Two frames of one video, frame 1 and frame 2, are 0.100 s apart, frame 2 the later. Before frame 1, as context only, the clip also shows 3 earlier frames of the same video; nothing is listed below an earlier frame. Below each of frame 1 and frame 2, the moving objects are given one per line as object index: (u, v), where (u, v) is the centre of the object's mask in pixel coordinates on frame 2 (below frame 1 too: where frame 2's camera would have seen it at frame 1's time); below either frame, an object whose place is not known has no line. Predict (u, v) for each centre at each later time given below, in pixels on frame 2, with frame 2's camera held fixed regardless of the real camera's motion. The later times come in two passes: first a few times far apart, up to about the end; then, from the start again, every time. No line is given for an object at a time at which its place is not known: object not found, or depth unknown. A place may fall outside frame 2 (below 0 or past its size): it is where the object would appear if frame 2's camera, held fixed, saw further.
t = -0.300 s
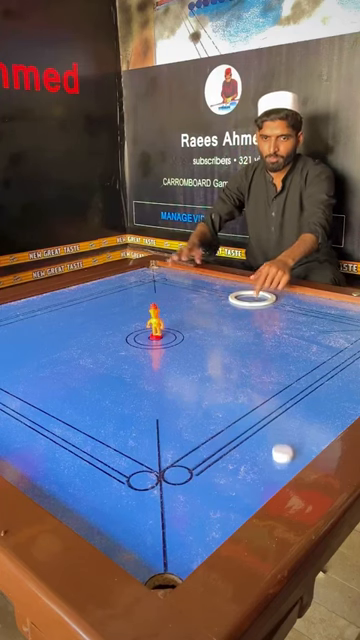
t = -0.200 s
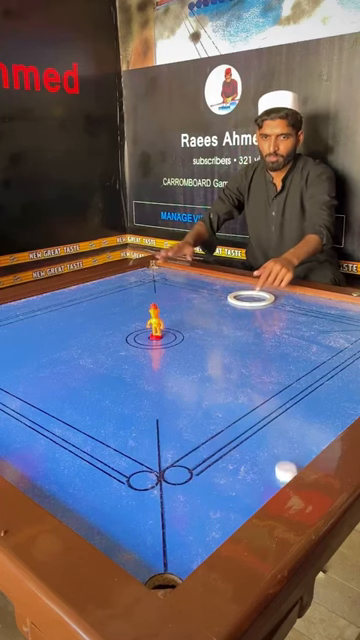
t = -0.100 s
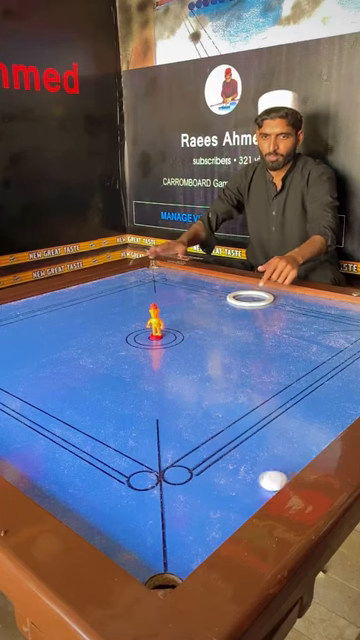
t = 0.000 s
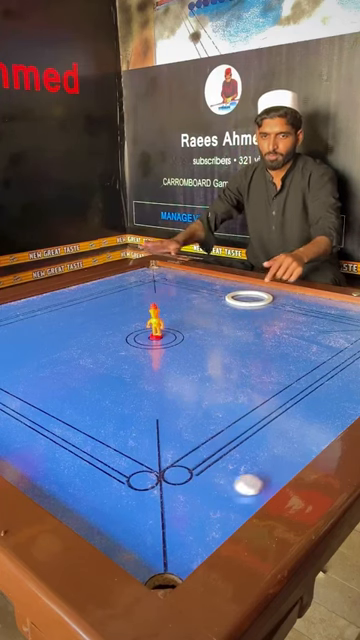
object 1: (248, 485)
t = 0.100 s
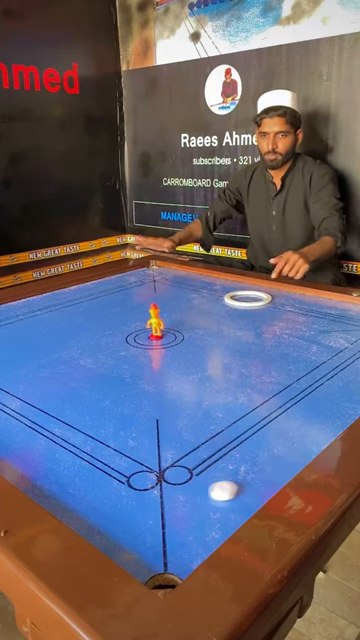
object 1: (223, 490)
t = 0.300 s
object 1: (172, 500)
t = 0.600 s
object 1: (92, 513)
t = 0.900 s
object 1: (72, 490)
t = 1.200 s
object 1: (87, 456)
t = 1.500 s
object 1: (99, 427)
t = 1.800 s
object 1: (109, 403)
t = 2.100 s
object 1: (117, 384)
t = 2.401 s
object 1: (124, 367)
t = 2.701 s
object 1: (130, 352)
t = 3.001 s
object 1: (135, 340)
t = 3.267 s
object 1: (139, 330)
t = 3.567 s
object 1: (142, 320)
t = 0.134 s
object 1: (215, 492)
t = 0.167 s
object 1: (206, 493)
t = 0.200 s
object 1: (198, 495)
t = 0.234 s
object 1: (189, 497)
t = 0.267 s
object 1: (181, 498)
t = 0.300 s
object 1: (172, 500)
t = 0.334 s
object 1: (163, 501)
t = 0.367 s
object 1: (154, 503)
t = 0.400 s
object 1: (145, 504)
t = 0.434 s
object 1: (137, 506)
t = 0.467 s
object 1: (128, 507)
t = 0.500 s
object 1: (119, 508)
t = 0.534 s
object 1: (110, 510)
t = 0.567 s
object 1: (101, 512)
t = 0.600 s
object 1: (92, 513)
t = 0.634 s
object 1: (83, 514)
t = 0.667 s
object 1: (74, 515)
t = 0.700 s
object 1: (67, 515)
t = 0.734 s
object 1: (64, 512)
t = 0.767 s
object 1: (65, 508)
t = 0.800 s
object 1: (67, 504)
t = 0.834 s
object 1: (69, 499)
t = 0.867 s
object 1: (70, 495)
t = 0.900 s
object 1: (72, 490)
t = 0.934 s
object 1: (74, 486)
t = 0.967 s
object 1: (76, 482)
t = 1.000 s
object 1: (77, 478)
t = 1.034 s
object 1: (79, 474)
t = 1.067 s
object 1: (80, 471)
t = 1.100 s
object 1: (82, 467)
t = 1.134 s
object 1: (84, 463)
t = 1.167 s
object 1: (85, 459)
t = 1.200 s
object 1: (87, 456)
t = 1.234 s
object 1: (88, 452)
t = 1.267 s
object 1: (90, 449)
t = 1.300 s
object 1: (91, 445)
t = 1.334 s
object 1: (93, 442)
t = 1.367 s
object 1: (94, 439)
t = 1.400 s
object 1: (95, 436)
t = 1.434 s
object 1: (97, 433)
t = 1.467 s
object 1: (98, 430)
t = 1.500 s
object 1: (99, 427)
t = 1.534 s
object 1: (100, 424)
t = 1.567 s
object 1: (101, 421)
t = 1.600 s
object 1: (102, 419)
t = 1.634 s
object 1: (104, 416)
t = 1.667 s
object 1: (105, 413)
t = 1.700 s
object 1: (106, 411)
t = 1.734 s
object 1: (107, 408)
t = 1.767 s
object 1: (108, 406)
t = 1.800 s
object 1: (109, 403)
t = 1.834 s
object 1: (110, 401)
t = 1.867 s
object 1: (111, 399)
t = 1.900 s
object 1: (112, 396)
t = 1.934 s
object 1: (113, 394)
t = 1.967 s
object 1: (114, 392)
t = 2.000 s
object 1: (115, 390)
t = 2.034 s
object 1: (116, 388)
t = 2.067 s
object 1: (116, 386)
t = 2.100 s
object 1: (117, 384)
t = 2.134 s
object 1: (118, 382)
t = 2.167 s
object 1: (119, 380)
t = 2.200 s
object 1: (120, 378)
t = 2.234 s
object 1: (121, 376)
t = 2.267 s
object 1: (121, 374)
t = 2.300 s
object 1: (122, 372)
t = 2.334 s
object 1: (123, 370)
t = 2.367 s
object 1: (123, 369)
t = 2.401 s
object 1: (124, 367)
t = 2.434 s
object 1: (125, 365)
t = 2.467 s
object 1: (126, 363)
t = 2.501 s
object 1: (126, 362)
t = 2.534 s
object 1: (127, 360)
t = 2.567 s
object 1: (128, 358)
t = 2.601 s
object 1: (128, 357)
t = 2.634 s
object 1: (129, 356)
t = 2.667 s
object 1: (130, 354)
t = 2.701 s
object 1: (130, 352)
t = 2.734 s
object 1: (131, 351)
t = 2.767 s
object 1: (131, 349)
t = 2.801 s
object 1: (132, 348)
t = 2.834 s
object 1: (132, 347)
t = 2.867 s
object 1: (133, 345)
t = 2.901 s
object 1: (134, 344)
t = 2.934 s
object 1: (134, 342)
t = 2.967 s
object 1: (135, 341)
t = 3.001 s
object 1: (135, 340)
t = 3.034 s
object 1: (136, 338)
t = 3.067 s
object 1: (137, 337)
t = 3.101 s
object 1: (137, 336)
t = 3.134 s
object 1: (137, 334)
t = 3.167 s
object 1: (138, 333)
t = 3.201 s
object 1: (138, 332)
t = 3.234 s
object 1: (139, 331)
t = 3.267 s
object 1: (139, 330)
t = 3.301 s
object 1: (139, 329)
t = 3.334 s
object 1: (140, 327)
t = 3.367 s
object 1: (140, 327)
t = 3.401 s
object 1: (141, 326)
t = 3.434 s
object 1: (141, 324)
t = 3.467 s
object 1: (141, 324)
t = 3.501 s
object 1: (142, 322)
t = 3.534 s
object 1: (142, 322)
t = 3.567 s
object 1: (142, 320)
